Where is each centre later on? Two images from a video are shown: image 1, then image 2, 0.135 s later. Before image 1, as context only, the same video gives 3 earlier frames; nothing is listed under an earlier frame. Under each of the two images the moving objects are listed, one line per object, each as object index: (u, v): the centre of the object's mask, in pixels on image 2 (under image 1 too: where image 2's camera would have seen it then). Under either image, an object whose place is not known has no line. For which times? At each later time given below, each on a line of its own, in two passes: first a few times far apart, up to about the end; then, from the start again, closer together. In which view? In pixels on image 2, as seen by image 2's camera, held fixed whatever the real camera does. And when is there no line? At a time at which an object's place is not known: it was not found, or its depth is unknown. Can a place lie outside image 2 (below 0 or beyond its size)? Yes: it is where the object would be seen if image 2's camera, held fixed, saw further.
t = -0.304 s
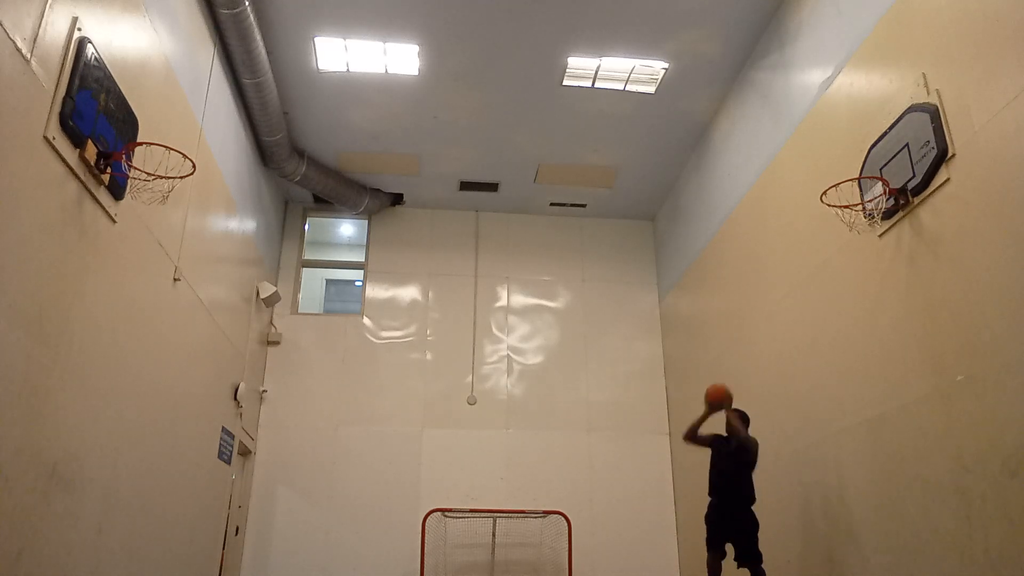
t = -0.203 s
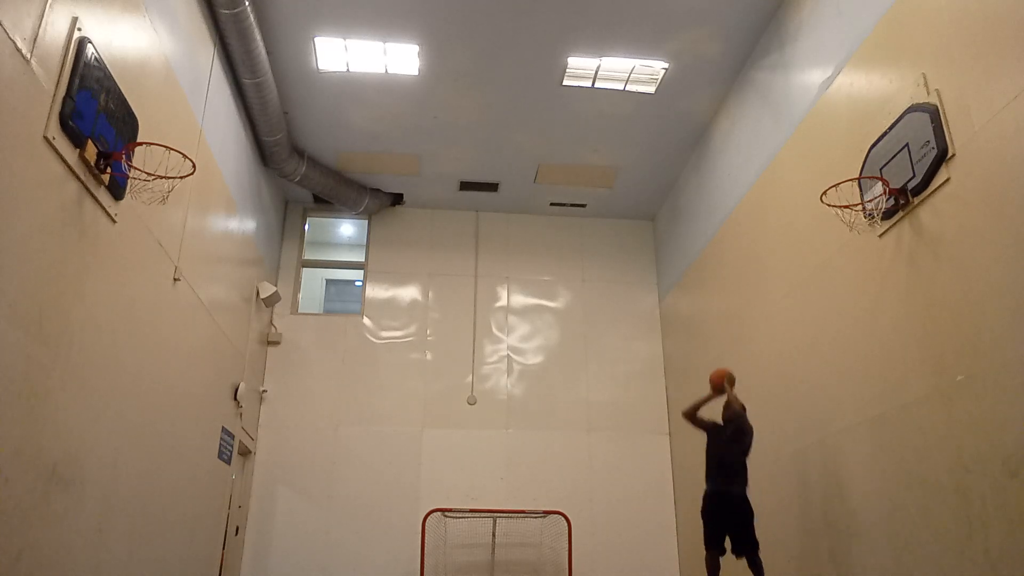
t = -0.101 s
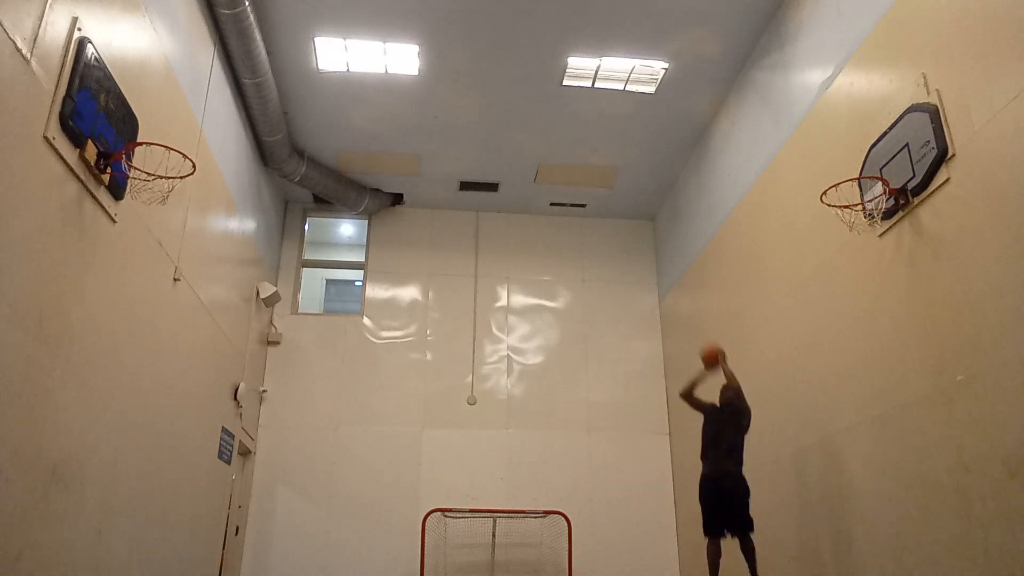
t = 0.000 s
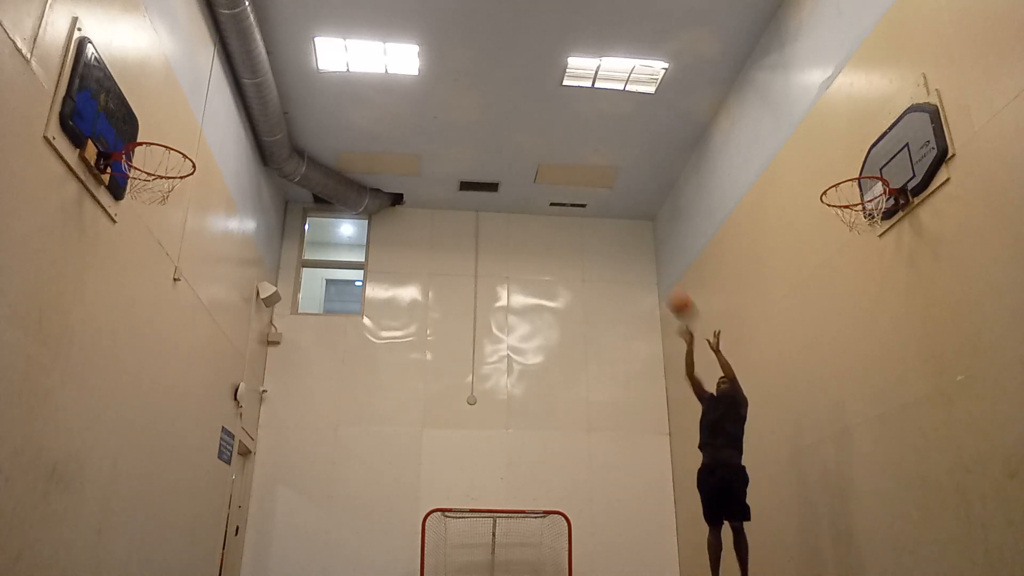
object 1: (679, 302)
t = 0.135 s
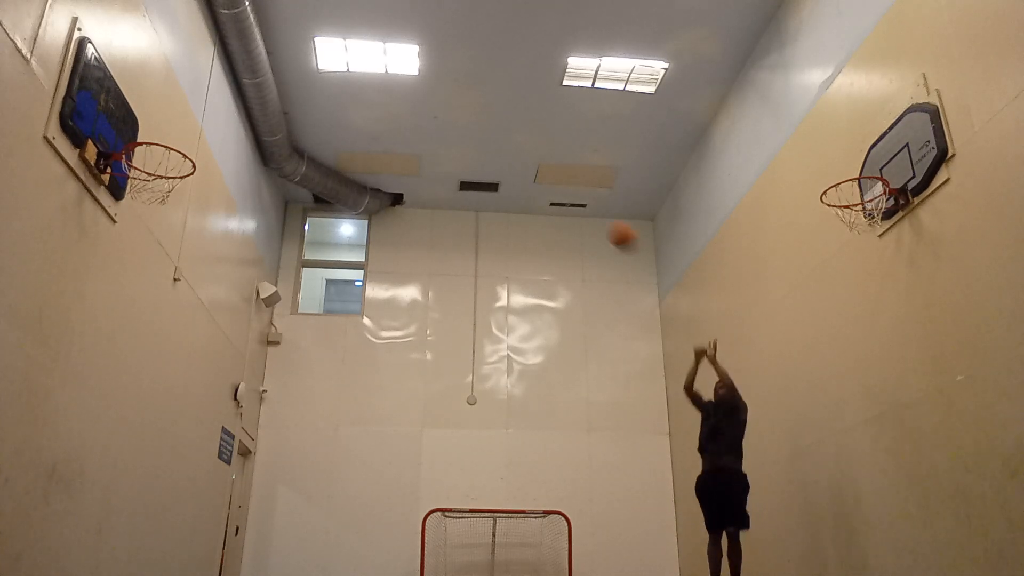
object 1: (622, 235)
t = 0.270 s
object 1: (563, 182)
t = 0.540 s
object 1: (439, 121)
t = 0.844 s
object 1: (272, 127)
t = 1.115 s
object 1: (144, 155)
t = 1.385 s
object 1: (156, 165)
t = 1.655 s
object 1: (128, 214)
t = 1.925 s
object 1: (99, 348)
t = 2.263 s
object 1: (82, 506)
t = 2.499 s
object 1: (151, 370)
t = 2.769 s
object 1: (201, 327)
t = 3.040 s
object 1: (233, 382)
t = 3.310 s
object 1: (251, 560)
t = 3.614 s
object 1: (298, 451)
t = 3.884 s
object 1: (329, 415)
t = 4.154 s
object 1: (350, 482)
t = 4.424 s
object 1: (372, 548)
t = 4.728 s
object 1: (405, 470)
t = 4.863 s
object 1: (417, 477)
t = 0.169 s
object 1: (607, 220)
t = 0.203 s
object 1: (593, 208)
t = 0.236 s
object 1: (578, 194)
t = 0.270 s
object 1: (563, 182)
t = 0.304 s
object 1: (550, 173)
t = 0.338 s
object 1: (534, 164)
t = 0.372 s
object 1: (519, 154)
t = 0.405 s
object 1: (503, 146)
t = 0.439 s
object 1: (487, 138)
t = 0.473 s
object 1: (472, 132)
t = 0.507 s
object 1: (456, 125)
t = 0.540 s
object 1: (439, 121)
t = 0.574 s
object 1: (423, 117)
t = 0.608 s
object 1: (406, 115)
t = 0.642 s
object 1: (389, 113)
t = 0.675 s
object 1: (371, 113)
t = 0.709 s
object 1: (353, 113)
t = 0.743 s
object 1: (335, 115)
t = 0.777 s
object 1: (314, 118)
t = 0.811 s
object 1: (292, 122)
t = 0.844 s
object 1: (272, 127)
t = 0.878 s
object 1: (254, 132)
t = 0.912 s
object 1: (226, 143)
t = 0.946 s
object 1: (204, 152)
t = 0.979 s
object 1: (187, 155)
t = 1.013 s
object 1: (175, 154)
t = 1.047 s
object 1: (161, 153)
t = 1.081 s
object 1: (144, 154)
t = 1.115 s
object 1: (144, 155)
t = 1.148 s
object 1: (157, 159)
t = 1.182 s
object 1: (168, 161)
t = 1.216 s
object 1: (176, 165)
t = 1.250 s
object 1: (174, 163)
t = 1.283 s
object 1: (169, 161)
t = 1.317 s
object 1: (166, 161)
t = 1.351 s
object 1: (161, 164)
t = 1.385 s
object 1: (156, 165)
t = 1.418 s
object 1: (151, 169)
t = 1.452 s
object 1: (146, 174)
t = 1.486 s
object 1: (140, 181)
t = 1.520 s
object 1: (137, 189)
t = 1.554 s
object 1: (133, 193)
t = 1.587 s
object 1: (132, 197)
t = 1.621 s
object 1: (131, 206)
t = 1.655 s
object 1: (128, 214)
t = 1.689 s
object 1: (126, 225)
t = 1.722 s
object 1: (123, 238)
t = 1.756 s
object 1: (120, 252)
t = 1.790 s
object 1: (116, 267)
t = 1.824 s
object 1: (113, 284)
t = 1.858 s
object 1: (109, 302)
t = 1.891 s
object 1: (104, 324)
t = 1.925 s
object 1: (99, 348)
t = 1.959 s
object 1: (93, 374)
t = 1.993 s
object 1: (87, 403)
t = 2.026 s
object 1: (79, 434)
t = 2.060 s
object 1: (71, 471)
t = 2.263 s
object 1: (82, 506)
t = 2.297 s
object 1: (94, 479)
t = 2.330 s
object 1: (104, 456)
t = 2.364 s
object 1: (115, 434)
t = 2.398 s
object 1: (125, 415)
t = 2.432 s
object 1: (134, 398)
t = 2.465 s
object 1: (142, 384)
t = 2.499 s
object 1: (151, 370)
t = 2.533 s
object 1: (158, 360)
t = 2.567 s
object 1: (165, 350)
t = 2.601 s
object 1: (172, 342)
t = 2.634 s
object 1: (179, 336)
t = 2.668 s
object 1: (185, 331)
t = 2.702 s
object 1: (190, 329)
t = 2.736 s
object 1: (196, 327)
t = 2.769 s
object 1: (201, 327)
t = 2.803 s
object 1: (206, 329)
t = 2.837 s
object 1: (211, 332)
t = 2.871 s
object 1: (215, 336)
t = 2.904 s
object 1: (219, 342)
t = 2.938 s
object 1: (223, 350)
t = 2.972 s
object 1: (227, 359)
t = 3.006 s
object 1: (230, 370)
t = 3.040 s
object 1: (233, 382)
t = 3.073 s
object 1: (236, 396)
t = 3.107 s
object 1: (240, 413)
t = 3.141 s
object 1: (243, 434)
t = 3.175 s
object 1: (245, 453)
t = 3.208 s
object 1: (248, 473)
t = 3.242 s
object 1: (249, 499)
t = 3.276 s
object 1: (250, 529)
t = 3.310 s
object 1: (251, 560)
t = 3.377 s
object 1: (260, 569)
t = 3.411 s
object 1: (265, 554)
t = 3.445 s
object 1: (272, 531)
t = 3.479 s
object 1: (277, 512)
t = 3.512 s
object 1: (283, 493)
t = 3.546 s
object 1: (289, 478)
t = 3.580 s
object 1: (294, 464)
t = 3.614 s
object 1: (298, 451)
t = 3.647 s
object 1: (303, 441)
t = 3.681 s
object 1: (307, 433)
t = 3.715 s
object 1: (312, 426)
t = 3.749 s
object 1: (315, 421)
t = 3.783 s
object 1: (319, 417)
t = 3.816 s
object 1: (322, 415)
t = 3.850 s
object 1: (326, 414)
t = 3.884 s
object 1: (329, 415)
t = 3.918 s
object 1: (332, 418)
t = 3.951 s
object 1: (335, 422)
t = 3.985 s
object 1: (338, 428)
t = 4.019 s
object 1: (340, 435)
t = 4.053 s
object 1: (343, 444)
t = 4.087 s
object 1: (345, 455)
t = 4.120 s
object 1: (347, 467)
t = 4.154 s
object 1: (350, 482)
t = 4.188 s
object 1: (351, 498)
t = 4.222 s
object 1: (353, 517)
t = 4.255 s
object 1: (355, 537)
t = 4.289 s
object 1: (357, 559)
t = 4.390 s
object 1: (367, 563)
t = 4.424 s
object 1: (372, 548)
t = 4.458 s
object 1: (376, 533)
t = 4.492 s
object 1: (380, 519)
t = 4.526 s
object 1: (384, 507)
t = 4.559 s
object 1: (388, 496)
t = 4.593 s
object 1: (391, 488)
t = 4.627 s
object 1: (395, 481)
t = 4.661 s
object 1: (398, 475)
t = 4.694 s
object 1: (402, 472)
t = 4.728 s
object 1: (405, 470)
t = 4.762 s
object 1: (408, 469)
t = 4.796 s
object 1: (412, 470)
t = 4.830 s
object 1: (414, 473)
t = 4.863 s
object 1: (417, 477)
